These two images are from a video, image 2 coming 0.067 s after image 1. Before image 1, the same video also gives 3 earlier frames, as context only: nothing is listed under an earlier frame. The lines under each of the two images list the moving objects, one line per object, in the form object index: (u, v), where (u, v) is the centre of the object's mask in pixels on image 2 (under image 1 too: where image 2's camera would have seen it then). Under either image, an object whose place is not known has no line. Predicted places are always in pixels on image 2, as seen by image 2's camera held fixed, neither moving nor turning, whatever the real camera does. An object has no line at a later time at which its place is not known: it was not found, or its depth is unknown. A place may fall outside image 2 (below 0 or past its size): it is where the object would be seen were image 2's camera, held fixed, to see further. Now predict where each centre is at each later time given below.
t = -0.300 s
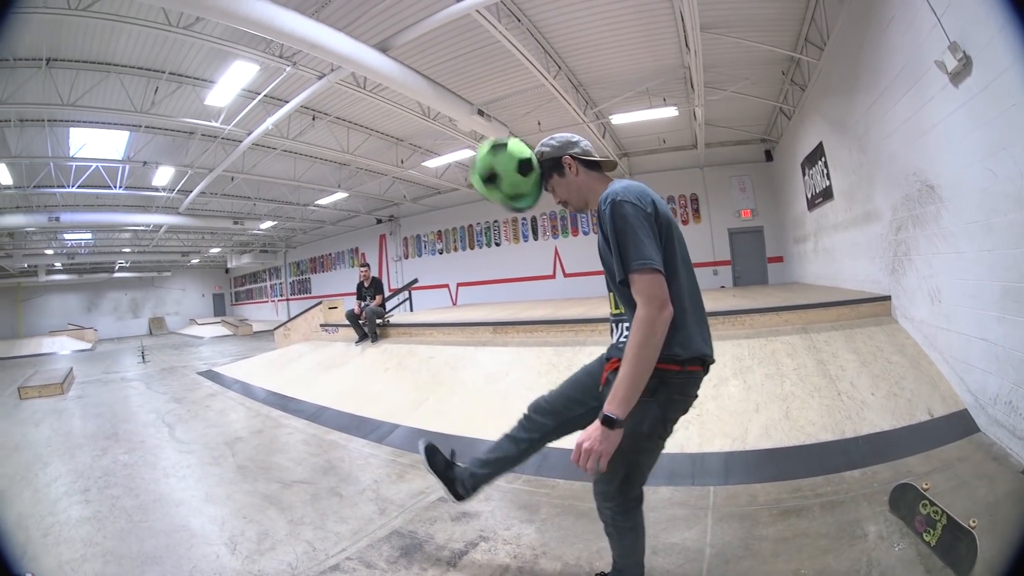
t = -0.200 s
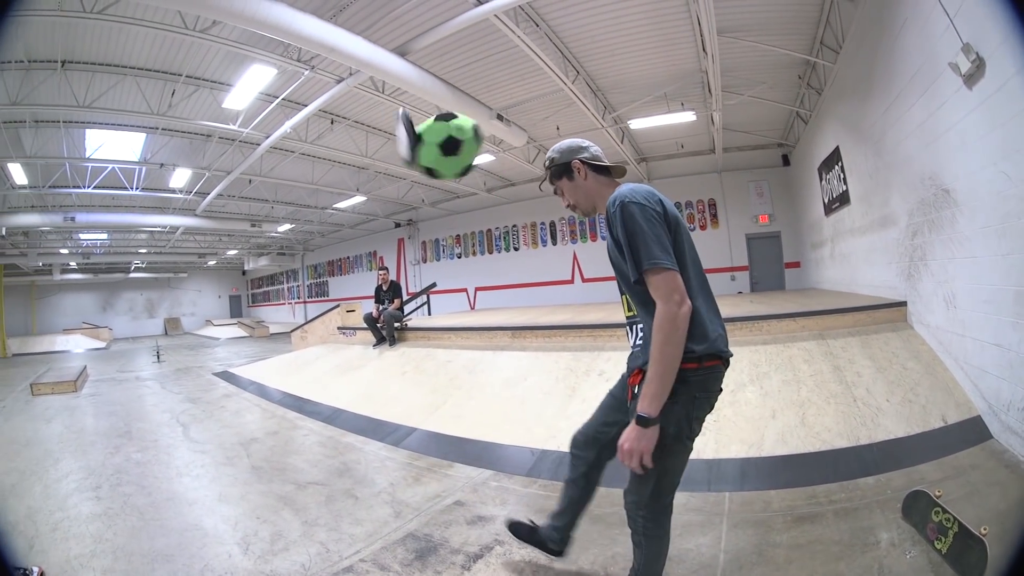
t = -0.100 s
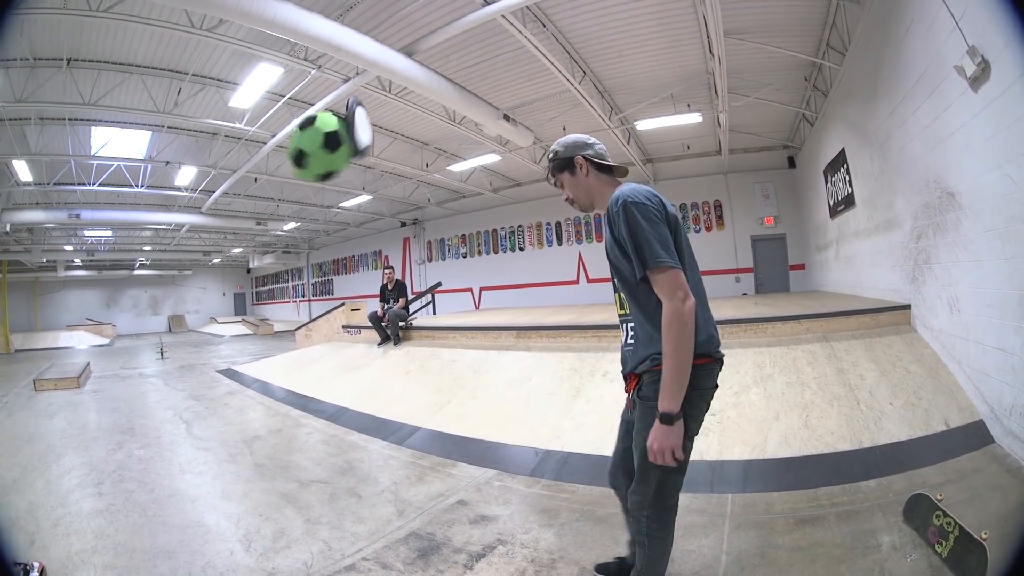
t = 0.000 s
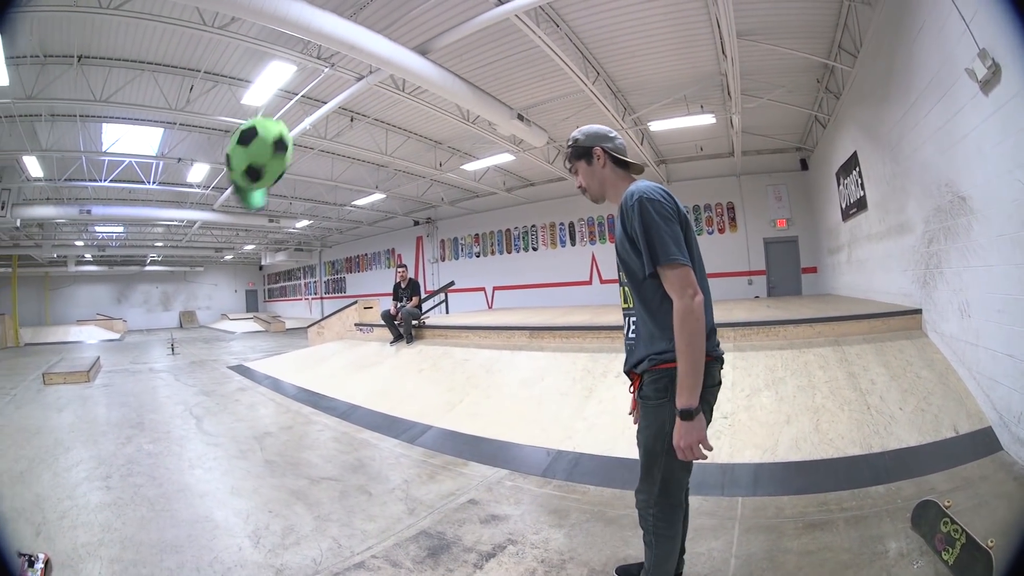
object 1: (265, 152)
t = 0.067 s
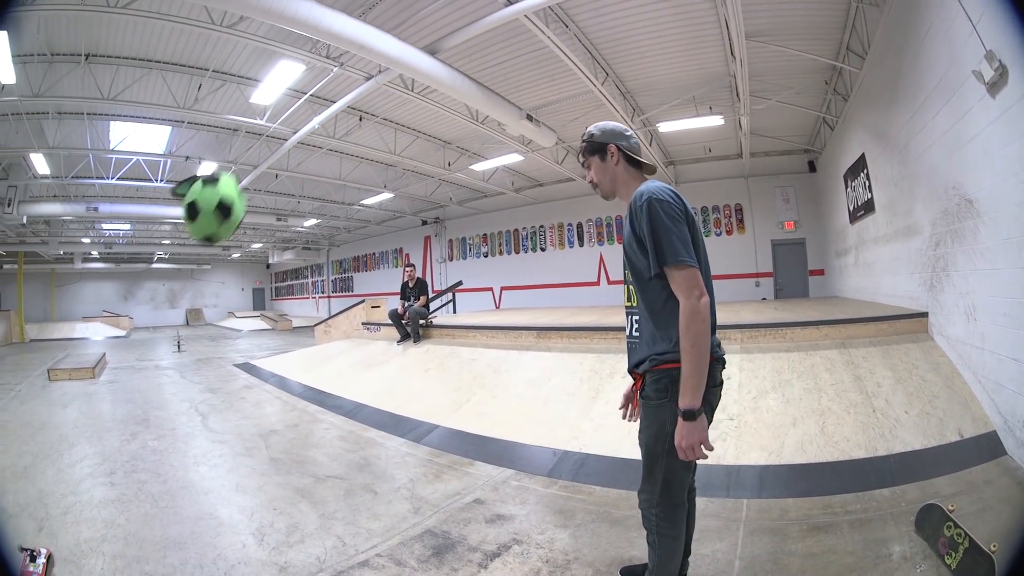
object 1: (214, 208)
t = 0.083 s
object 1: (198, 222)
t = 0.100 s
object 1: (182, 235)
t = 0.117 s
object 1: (165, 248)
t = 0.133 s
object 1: (150, 259)
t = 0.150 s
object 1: (137, 269)
